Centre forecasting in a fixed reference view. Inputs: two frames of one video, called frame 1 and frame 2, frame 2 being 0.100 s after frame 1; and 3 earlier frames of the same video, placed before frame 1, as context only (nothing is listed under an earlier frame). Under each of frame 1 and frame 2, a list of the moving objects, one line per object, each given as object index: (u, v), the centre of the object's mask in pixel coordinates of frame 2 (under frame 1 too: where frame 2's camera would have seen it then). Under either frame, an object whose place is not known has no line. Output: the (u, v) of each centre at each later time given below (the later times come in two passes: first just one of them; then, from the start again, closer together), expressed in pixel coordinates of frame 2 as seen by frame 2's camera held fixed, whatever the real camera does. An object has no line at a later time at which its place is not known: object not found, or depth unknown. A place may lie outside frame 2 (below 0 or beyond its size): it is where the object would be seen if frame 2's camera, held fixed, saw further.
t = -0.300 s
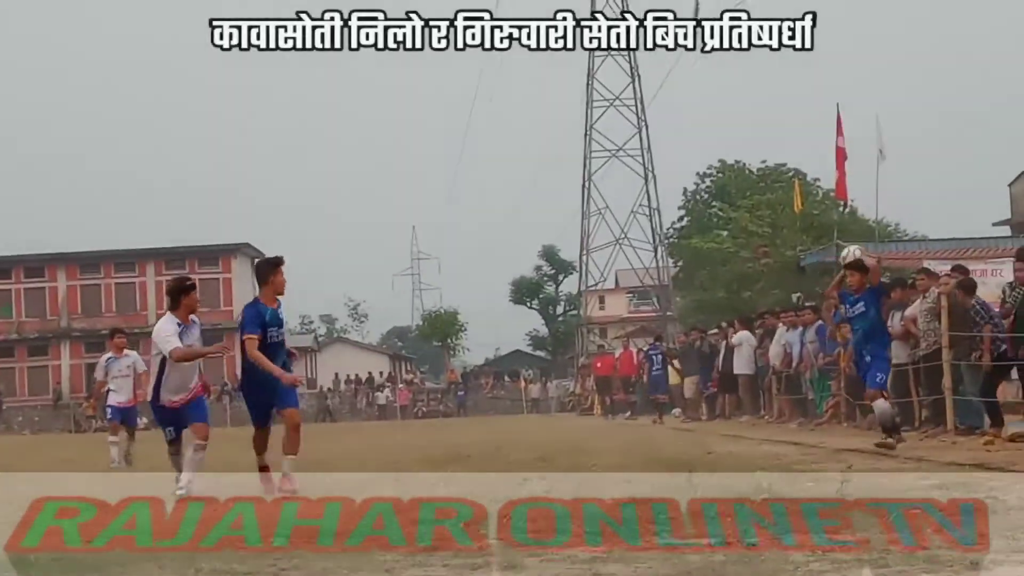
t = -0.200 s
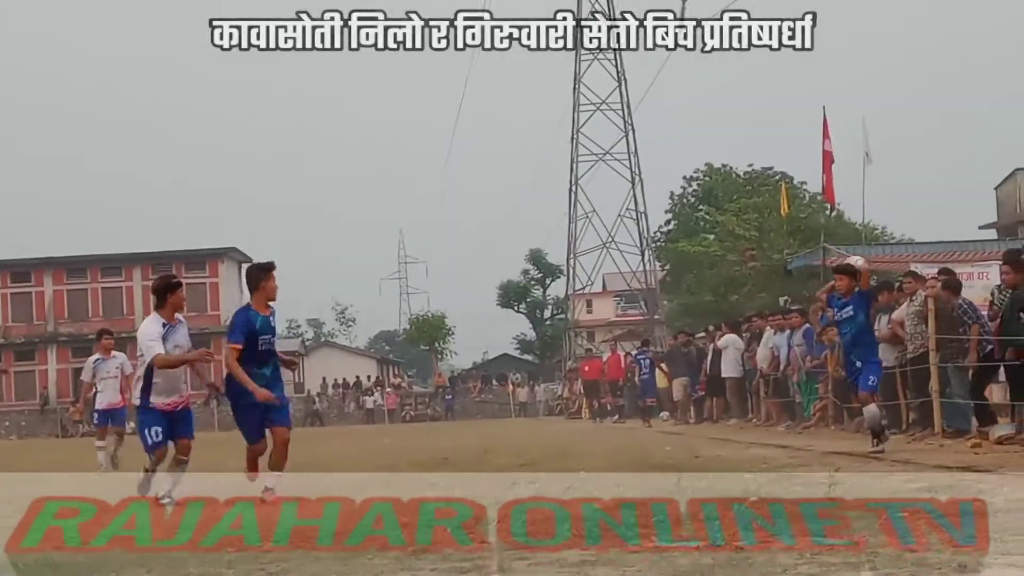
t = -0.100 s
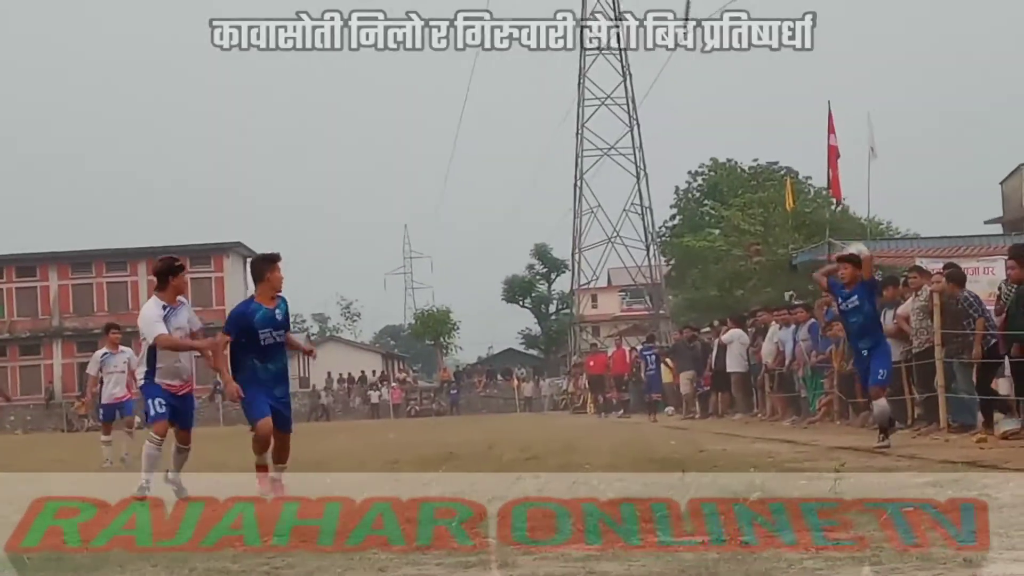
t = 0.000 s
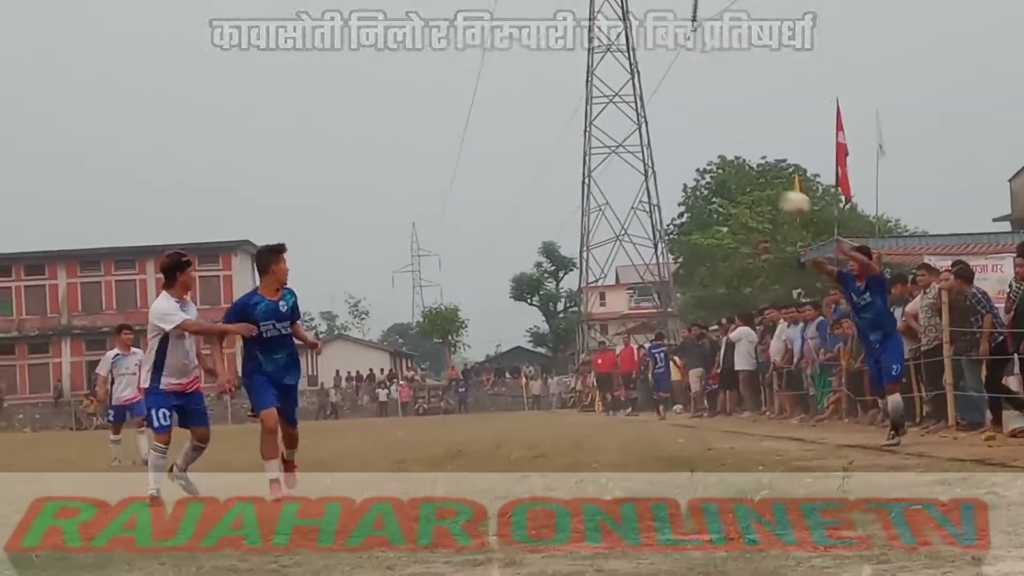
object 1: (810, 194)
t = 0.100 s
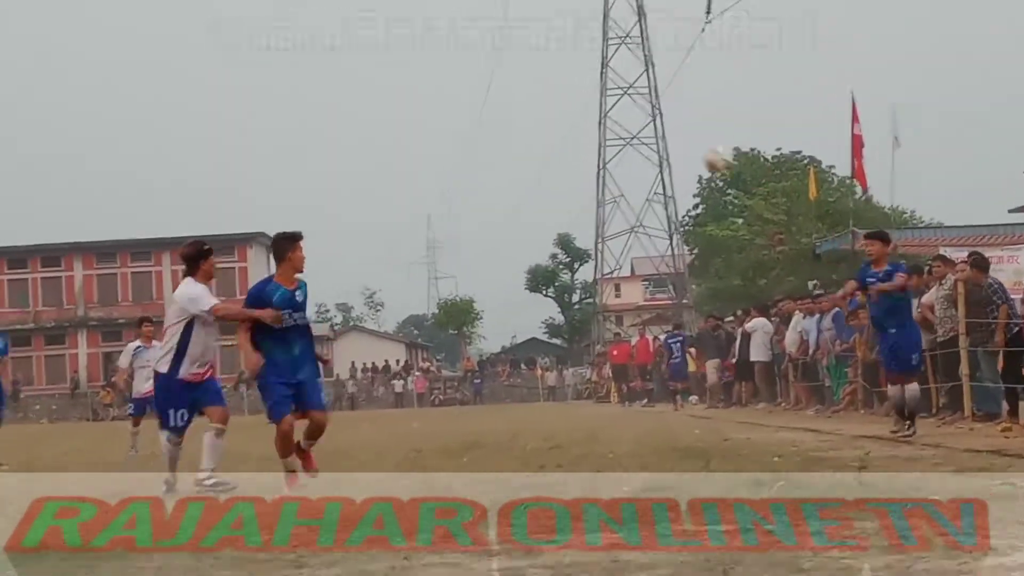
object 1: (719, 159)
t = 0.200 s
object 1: (620, 134)
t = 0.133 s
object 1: (687, 151)
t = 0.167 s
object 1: (654, 141)
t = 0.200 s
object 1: (620, 134)
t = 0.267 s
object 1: (550, 120)
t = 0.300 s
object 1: (513, 114)
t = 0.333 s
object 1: (476, 112)
